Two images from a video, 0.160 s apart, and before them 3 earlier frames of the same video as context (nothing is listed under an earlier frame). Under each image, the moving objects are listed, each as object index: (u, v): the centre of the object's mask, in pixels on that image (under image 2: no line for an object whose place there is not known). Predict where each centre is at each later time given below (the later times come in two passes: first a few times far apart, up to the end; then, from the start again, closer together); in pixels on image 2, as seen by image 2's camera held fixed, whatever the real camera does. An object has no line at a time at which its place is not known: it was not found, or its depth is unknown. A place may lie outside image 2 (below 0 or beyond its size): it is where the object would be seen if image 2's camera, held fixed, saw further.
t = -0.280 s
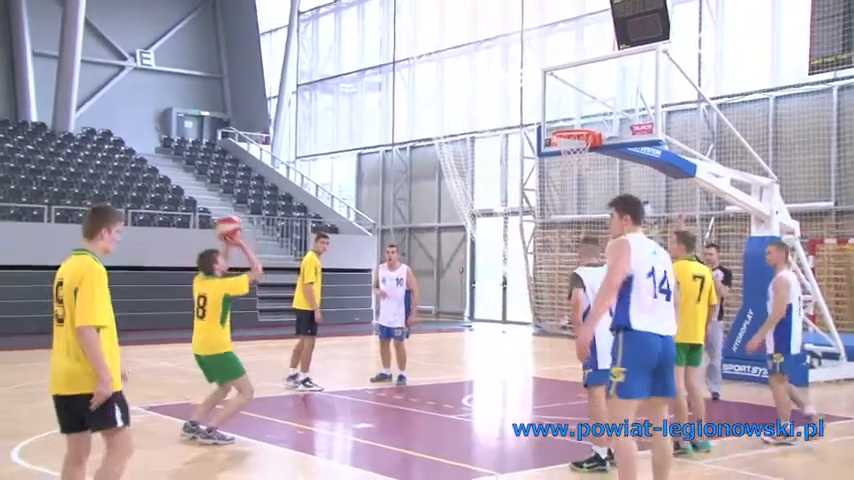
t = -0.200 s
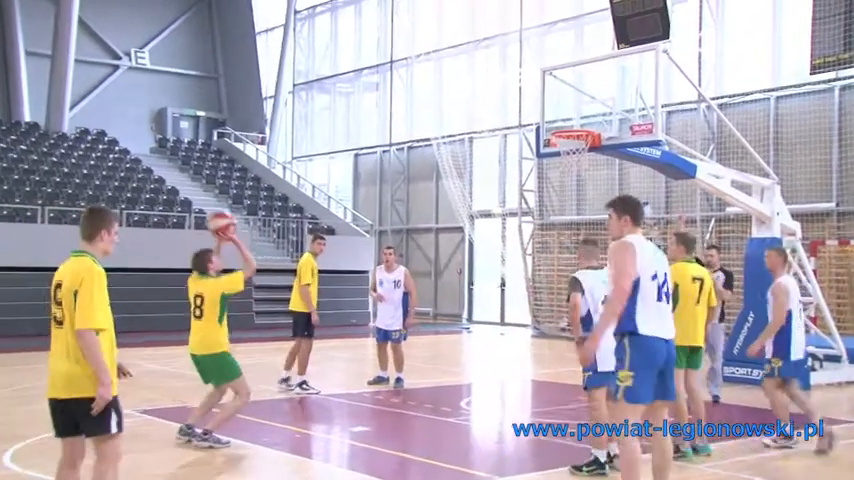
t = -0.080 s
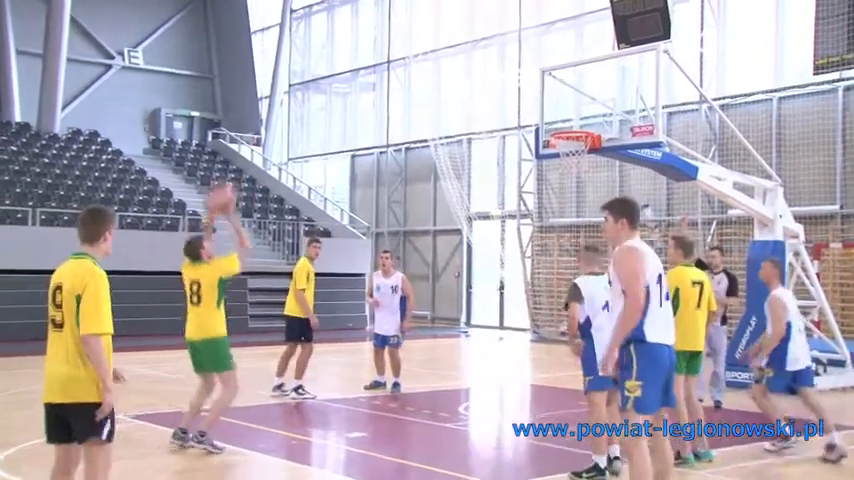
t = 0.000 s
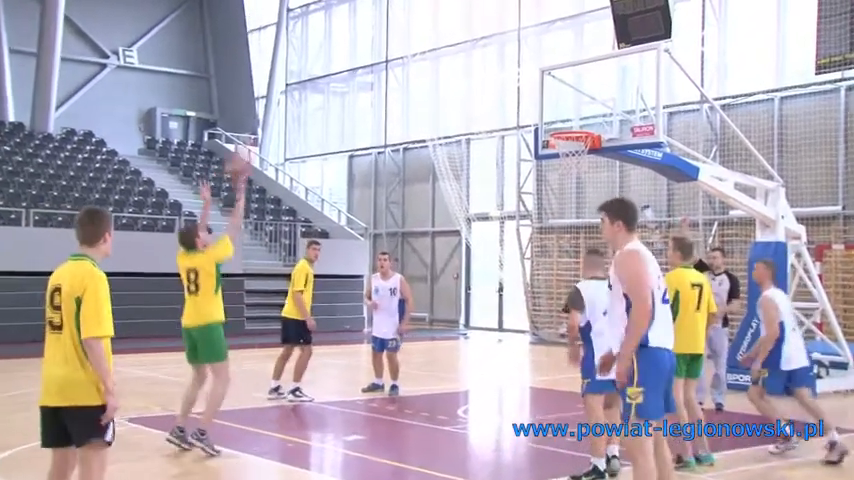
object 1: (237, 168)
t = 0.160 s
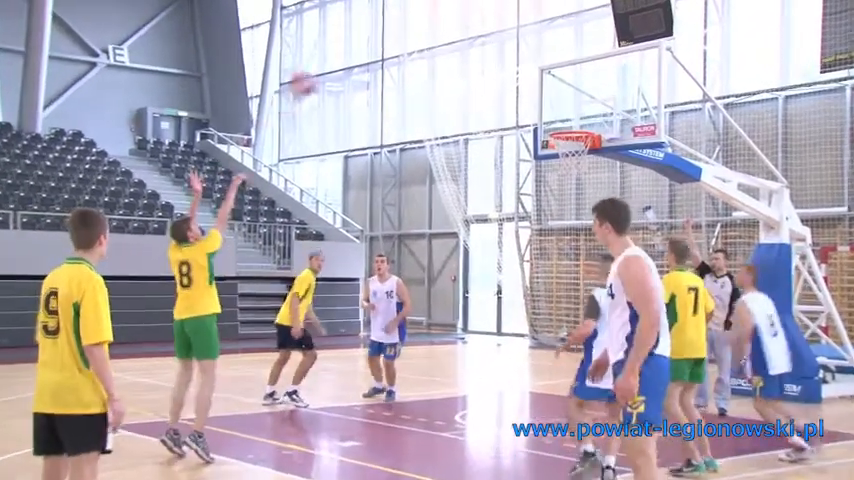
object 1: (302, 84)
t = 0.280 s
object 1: (349, 46)
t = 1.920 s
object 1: (557, 182)
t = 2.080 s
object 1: (556, 228)
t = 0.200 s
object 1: (318, 70)
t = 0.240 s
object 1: (332, 58)
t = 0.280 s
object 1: (349, 46)
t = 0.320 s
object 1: (365, 39)
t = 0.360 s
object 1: (377, 32)
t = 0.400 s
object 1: (392, 28)
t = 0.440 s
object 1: (405, 26)
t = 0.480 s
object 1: (420, 26)
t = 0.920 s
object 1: (552, 114)
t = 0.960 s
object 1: (560, 121)
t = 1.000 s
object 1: (564, 115)
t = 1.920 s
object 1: (557, 182)
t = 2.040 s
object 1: (556, 216)
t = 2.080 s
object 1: (556, 228)
